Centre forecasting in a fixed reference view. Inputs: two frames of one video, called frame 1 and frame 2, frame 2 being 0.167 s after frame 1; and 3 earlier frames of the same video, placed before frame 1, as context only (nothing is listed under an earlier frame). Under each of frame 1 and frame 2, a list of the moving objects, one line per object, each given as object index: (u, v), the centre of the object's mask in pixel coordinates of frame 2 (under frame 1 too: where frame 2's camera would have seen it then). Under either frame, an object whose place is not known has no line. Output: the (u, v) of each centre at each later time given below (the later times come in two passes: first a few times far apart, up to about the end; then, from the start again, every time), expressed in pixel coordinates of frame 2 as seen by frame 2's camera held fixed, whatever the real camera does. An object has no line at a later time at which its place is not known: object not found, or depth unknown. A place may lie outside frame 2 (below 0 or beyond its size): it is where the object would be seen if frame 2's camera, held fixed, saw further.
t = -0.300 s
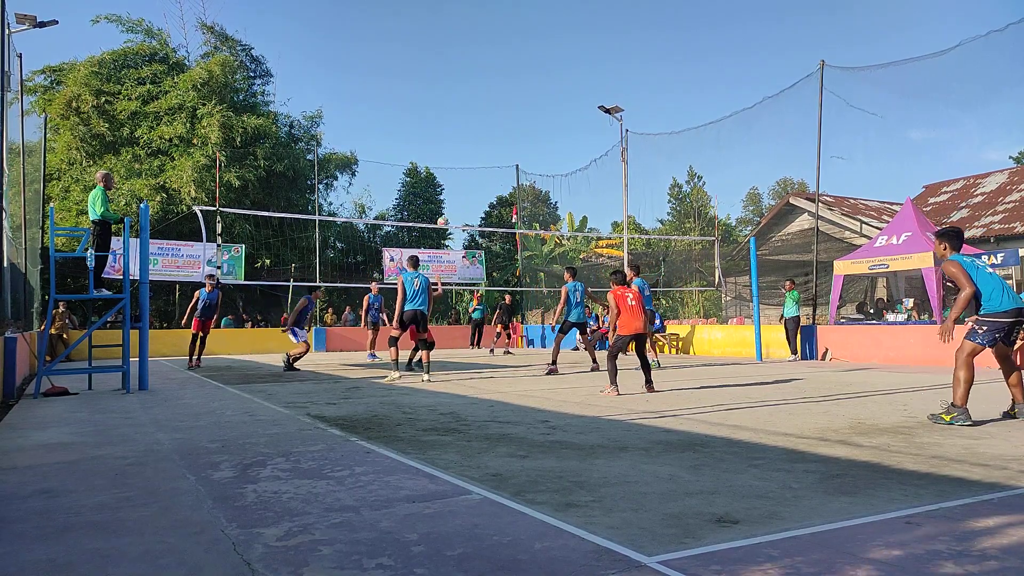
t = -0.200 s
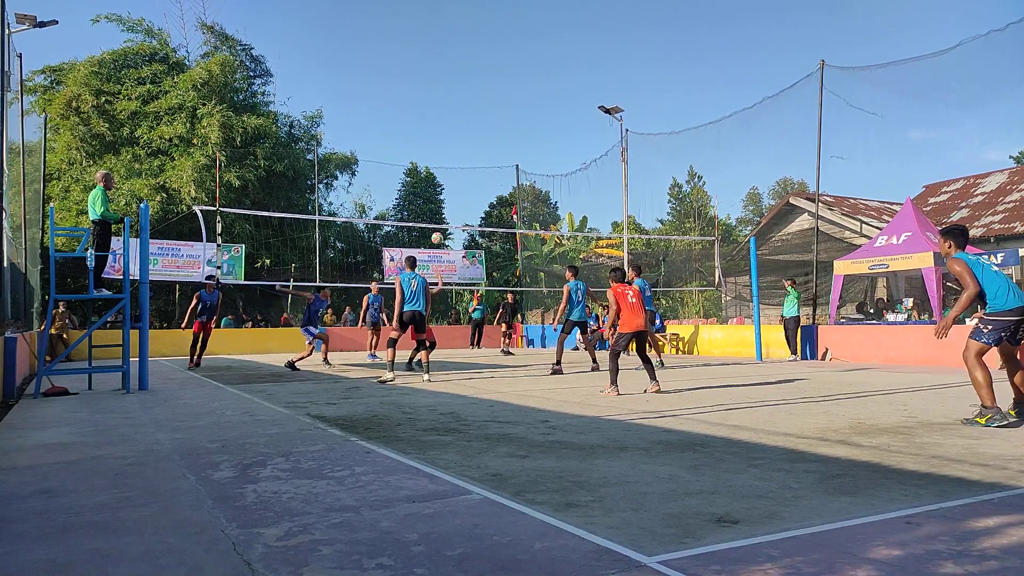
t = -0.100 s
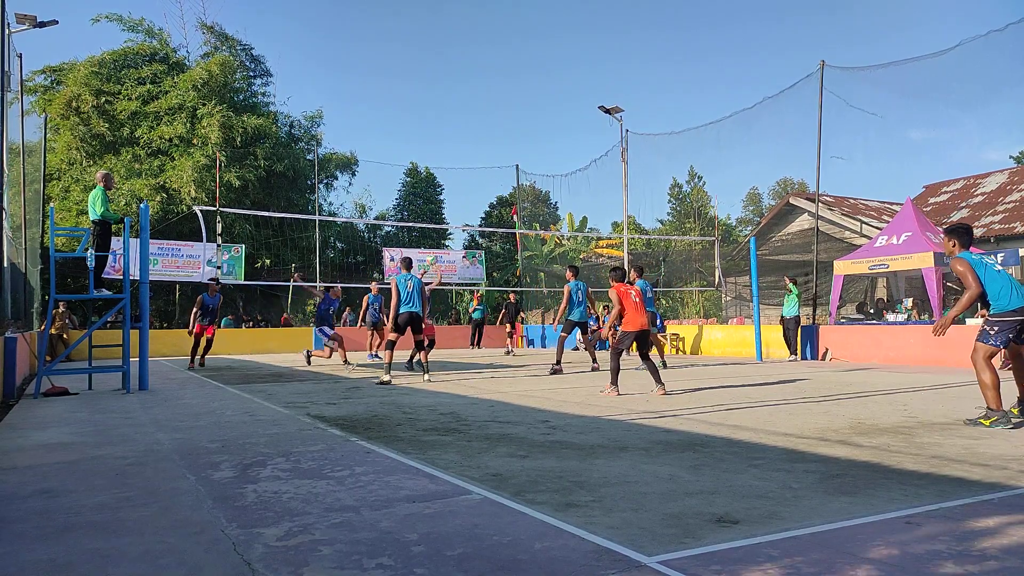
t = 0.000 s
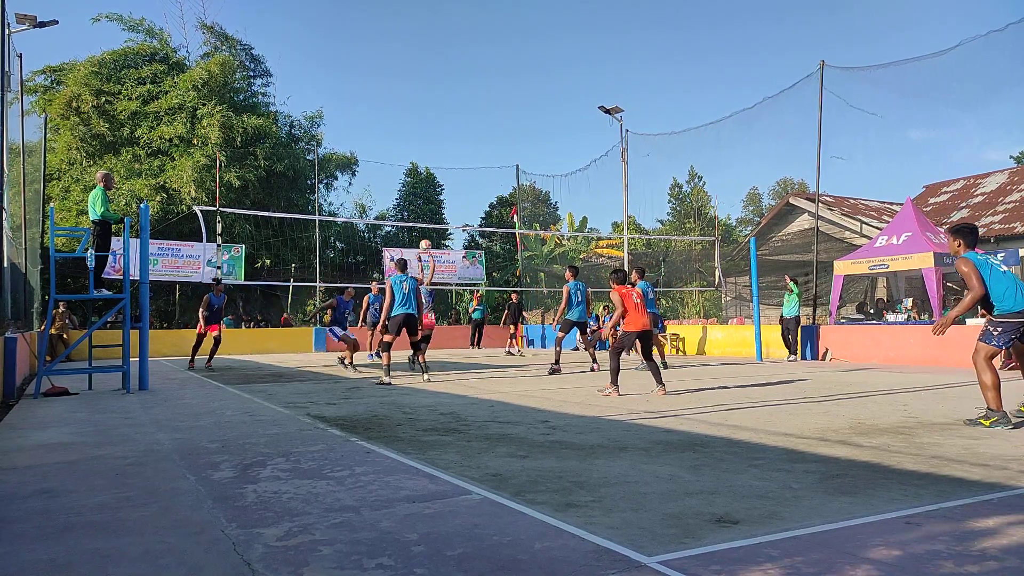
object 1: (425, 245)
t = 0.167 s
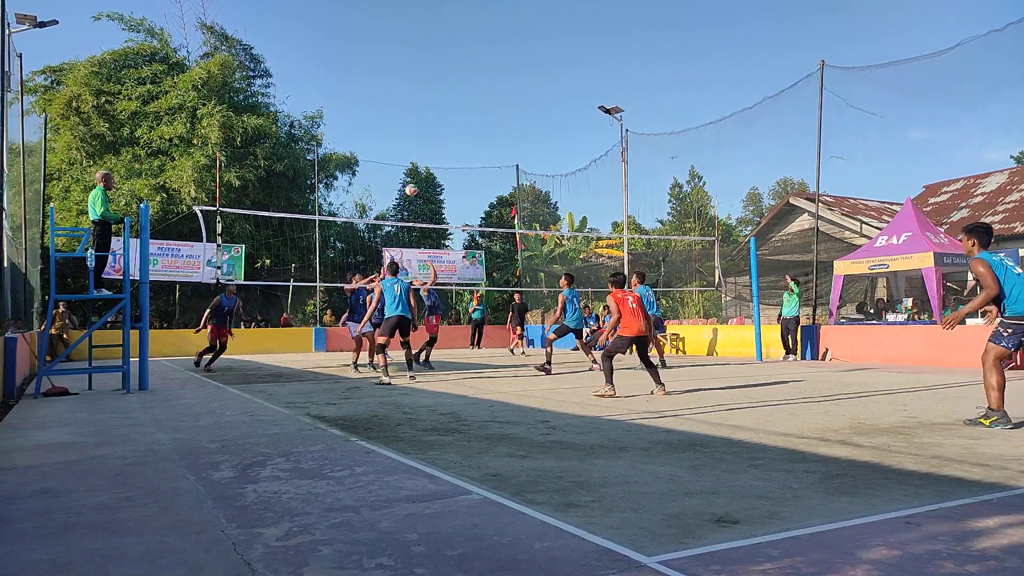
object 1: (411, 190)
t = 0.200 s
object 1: (408, 181)
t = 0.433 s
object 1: (388, 132)
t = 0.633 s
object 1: (370, 115)
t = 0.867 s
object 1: (348, 123)
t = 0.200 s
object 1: (408, 181)
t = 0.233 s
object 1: (406, 172)
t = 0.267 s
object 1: (403, 164)
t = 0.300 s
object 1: (400, 156)
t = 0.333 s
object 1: (397, 150)
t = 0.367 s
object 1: (394, 143)
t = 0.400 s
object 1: (391, 138)
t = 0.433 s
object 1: (388, 132)
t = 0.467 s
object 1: (385, 128)
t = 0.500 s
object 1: (382, 124)
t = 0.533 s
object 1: (379, 121)
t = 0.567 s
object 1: (376, 118)
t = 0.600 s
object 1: (373, 116)
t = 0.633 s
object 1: (370, 115)
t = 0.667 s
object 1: (367, 114)
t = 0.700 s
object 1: (364, 114)
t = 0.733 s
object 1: (361, 115)
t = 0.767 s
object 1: (358, 116)
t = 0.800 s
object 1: (354, 118)
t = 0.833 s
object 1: (351, 120)
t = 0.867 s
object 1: (348, 123)
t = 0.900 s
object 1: (345, 127)
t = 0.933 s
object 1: (342, 131)
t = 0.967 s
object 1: (339, 136)
